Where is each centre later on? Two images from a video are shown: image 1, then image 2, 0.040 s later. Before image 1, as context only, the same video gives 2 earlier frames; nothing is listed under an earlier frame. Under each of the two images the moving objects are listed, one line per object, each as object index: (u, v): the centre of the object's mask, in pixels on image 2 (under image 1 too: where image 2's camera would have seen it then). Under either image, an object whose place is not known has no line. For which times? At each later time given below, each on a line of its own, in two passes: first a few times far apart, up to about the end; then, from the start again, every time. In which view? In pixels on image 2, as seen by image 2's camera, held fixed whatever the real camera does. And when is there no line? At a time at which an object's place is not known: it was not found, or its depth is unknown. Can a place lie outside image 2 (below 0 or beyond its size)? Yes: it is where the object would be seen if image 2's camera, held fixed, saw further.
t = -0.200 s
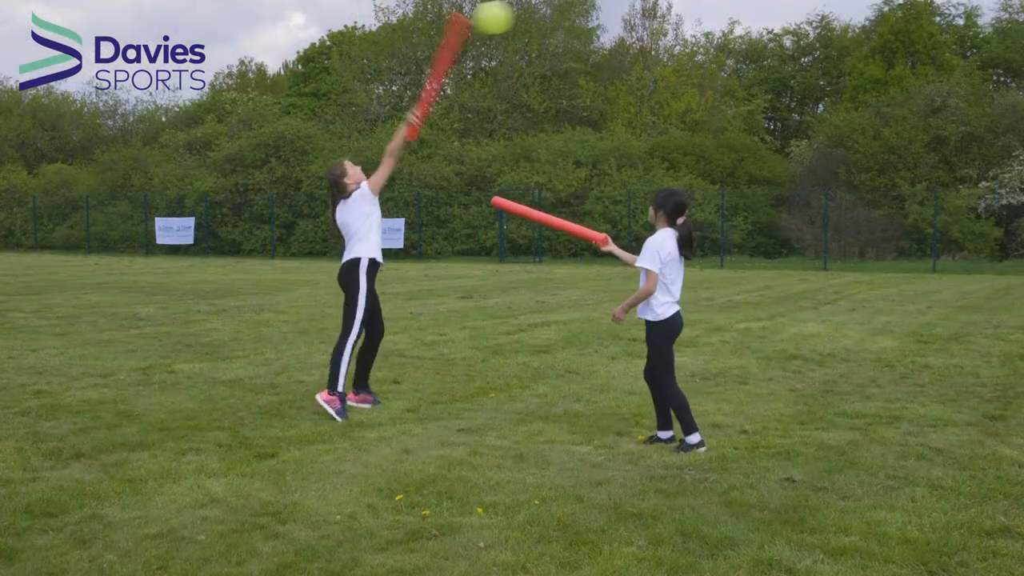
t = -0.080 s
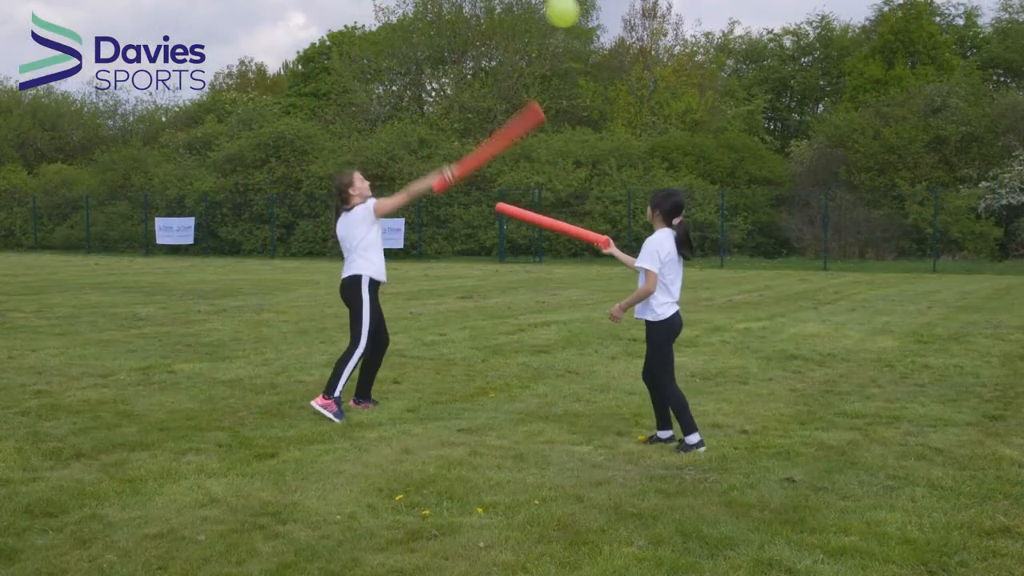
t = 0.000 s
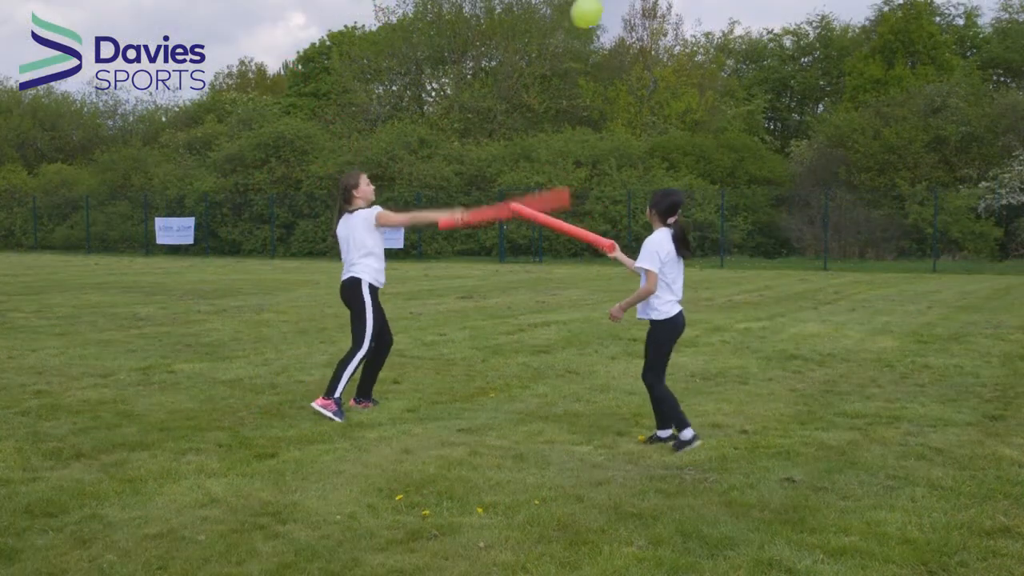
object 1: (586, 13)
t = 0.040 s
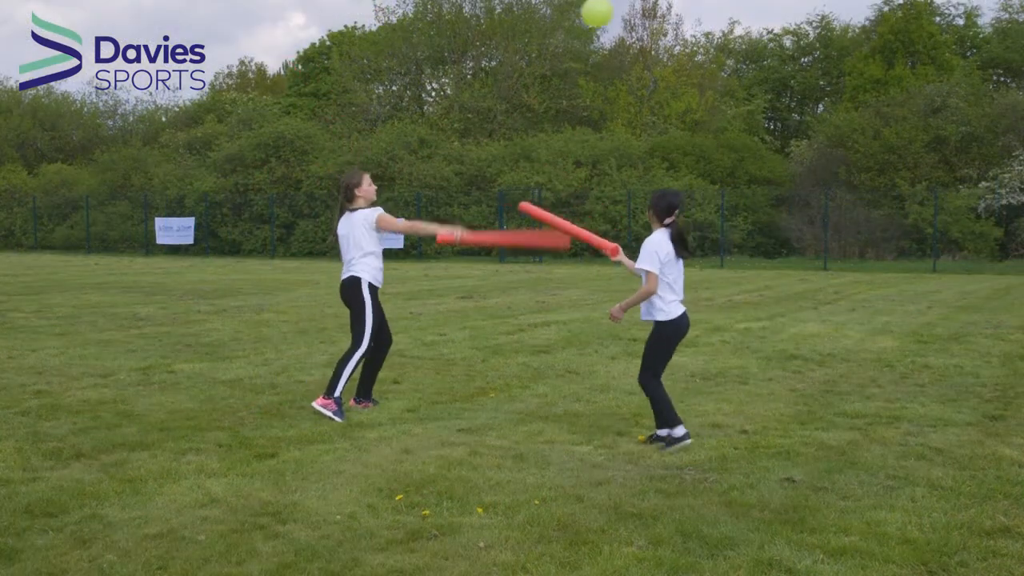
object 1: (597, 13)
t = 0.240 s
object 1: (636, 24)
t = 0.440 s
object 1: (648, 50)
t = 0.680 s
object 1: (650, 85)
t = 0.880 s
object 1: (645, 117)
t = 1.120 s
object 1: (636, 156)
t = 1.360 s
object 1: (625, 199)
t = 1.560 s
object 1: (612, 233)
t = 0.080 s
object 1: (606, 13)
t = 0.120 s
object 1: (616, 14)
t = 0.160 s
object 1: (624, 17)
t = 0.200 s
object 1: (630, 20)
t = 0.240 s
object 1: (636, 24)
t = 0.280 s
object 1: (640, 29)
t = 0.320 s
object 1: (643, 34)
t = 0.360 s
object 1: (645, 40)
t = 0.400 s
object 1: (646, 45)
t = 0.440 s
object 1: (648, 50)
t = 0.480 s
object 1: (648, 55)
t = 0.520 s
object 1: (649, 60)
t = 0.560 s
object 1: (650, 66)
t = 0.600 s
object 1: (650, 72)
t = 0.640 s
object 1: (651, 78)
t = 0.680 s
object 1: (650, 85)
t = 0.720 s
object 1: (649, 91)
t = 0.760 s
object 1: (648, 98)
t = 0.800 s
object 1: (647, 104)
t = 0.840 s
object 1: (646, 110)
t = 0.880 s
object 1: (645, 117)
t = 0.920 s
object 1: (644, 123)
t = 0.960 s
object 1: (642, 130)
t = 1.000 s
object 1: (640, 136)
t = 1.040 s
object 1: (639, 142)
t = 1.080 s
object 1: (637, 149)
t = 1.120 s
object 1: (636, 156)
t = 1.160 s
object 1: (634, 163)
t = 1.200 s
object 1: (633, 170)
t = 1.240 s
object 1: (631, 177)
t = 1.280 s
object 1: (629, 185)
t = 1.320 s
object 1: (627, 192)
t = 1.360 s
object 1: (625, 199)
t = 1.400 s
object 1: (622, 206)
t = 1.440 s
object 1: (620, 213)
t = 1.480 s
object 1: (617, 220)
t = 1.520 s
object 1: (614, 227)
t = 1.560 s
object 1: (612, 233)
